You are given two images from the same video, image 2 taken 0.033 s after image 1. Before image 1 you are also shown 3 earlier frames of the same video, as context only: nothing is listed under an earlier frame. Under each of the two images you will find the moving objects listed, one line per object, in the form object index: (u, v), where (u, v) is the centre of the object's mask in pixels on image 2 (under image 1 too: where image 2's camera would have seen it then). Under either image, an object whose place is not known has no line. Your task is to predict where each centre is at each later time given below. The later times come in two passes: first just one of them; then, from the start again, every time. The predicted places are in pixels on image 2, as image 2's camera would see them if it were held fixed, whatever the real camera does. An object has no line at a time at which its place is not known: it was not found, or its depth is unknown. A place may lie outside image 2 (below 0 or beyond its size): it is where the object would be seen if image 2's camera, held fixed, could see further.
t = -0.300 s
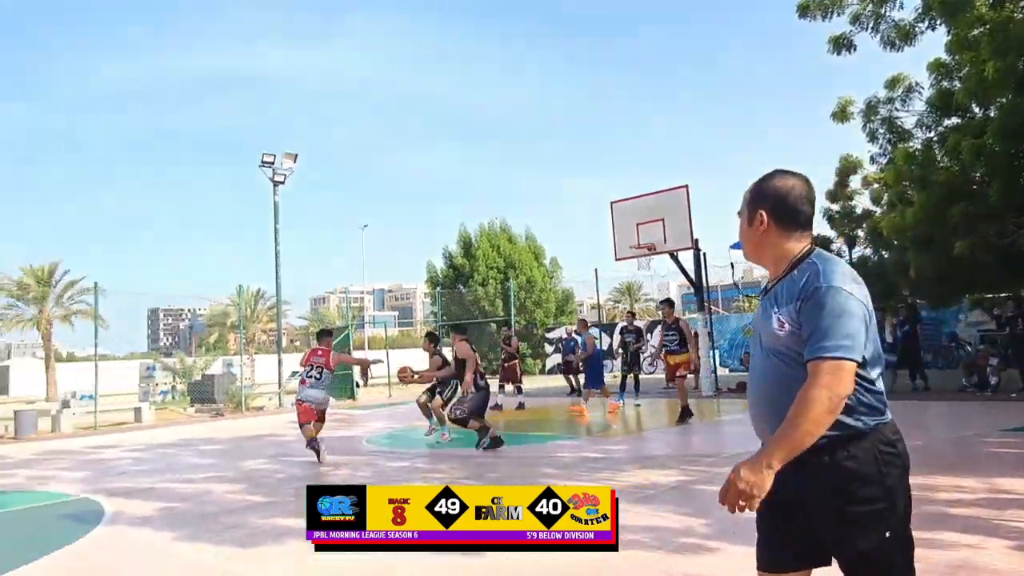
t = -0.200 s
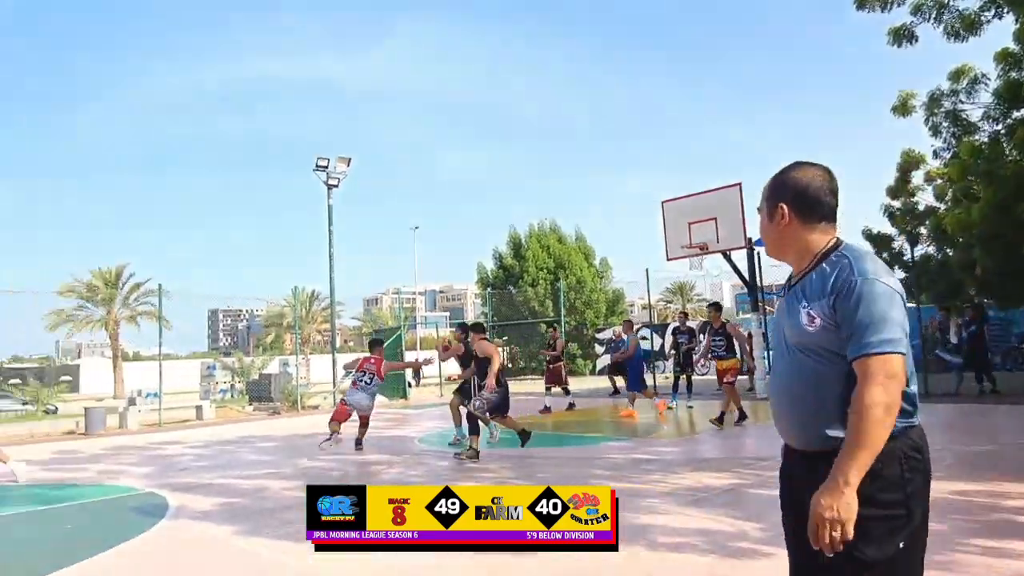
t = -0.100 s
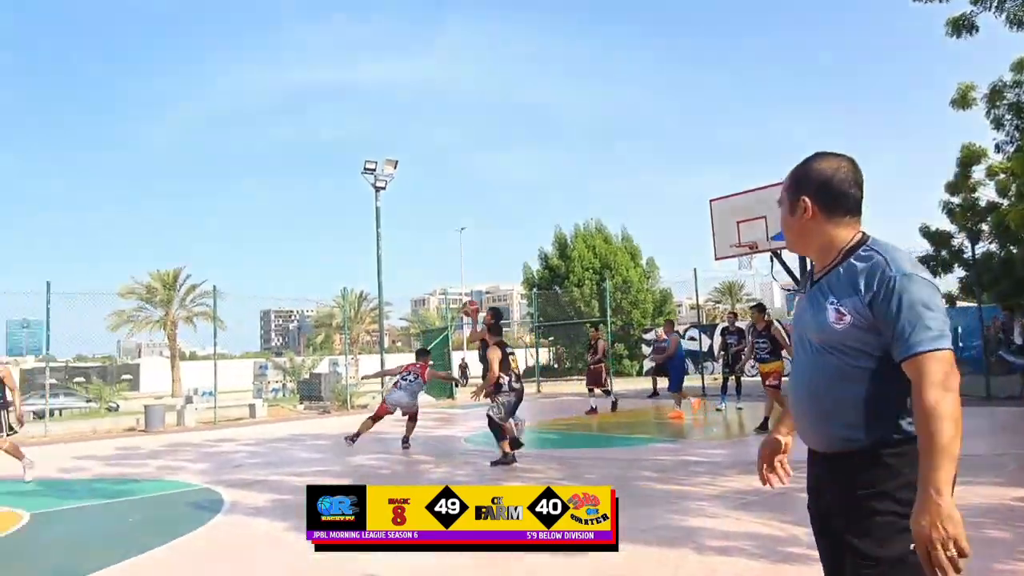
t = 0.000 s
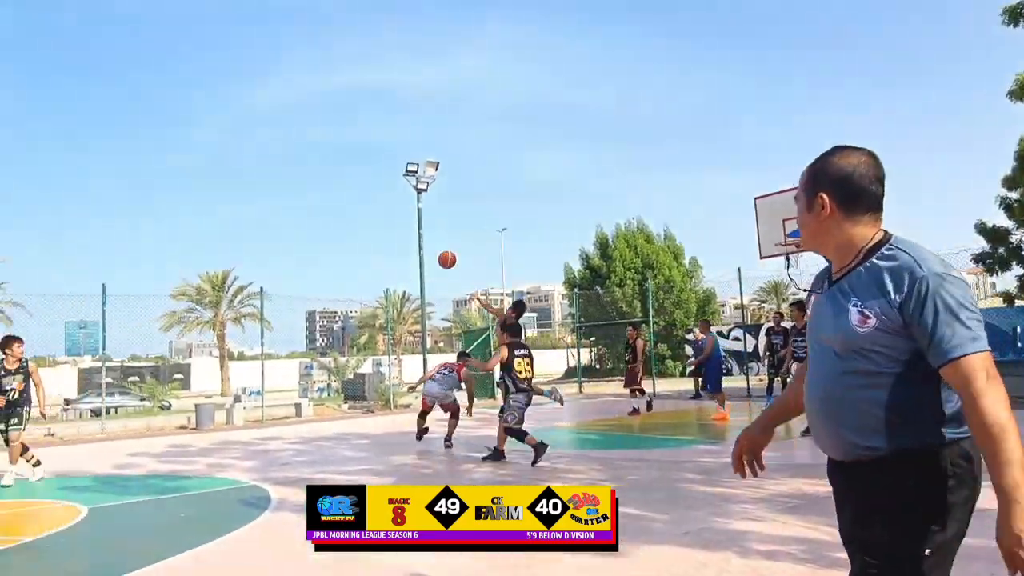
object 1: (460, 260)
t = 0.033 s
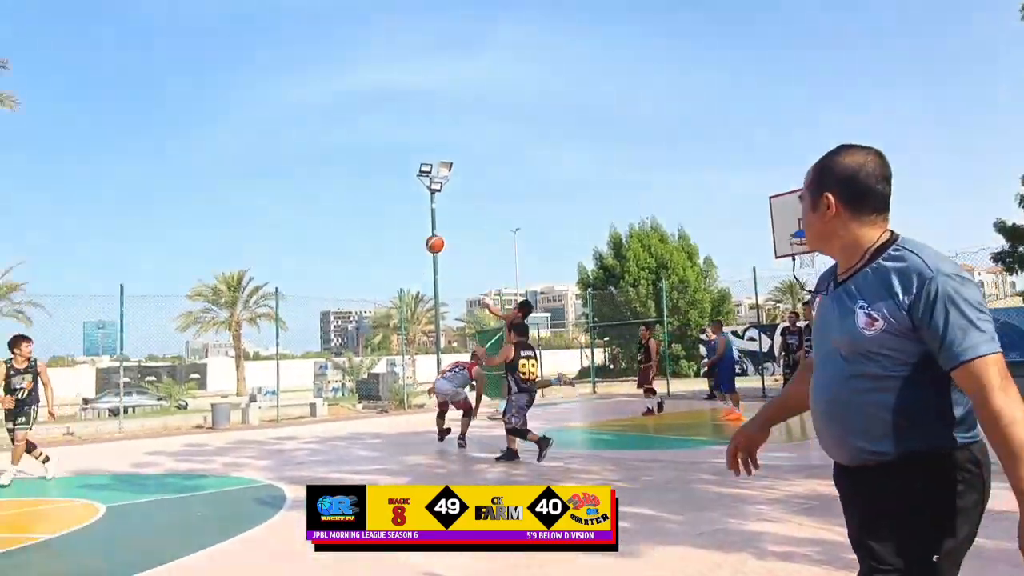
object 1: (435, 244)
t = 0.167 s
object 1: (322, 183)
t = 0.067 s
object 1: (408, 228)
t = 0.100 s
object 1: (380, 213)
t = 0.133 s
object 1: (351, 198)
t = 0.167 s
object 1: (322, 183)
